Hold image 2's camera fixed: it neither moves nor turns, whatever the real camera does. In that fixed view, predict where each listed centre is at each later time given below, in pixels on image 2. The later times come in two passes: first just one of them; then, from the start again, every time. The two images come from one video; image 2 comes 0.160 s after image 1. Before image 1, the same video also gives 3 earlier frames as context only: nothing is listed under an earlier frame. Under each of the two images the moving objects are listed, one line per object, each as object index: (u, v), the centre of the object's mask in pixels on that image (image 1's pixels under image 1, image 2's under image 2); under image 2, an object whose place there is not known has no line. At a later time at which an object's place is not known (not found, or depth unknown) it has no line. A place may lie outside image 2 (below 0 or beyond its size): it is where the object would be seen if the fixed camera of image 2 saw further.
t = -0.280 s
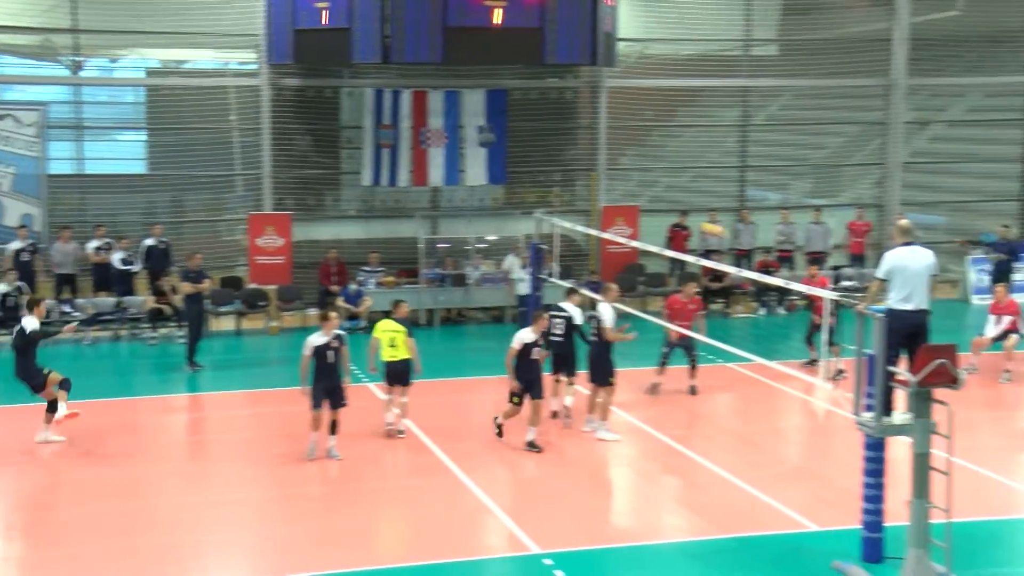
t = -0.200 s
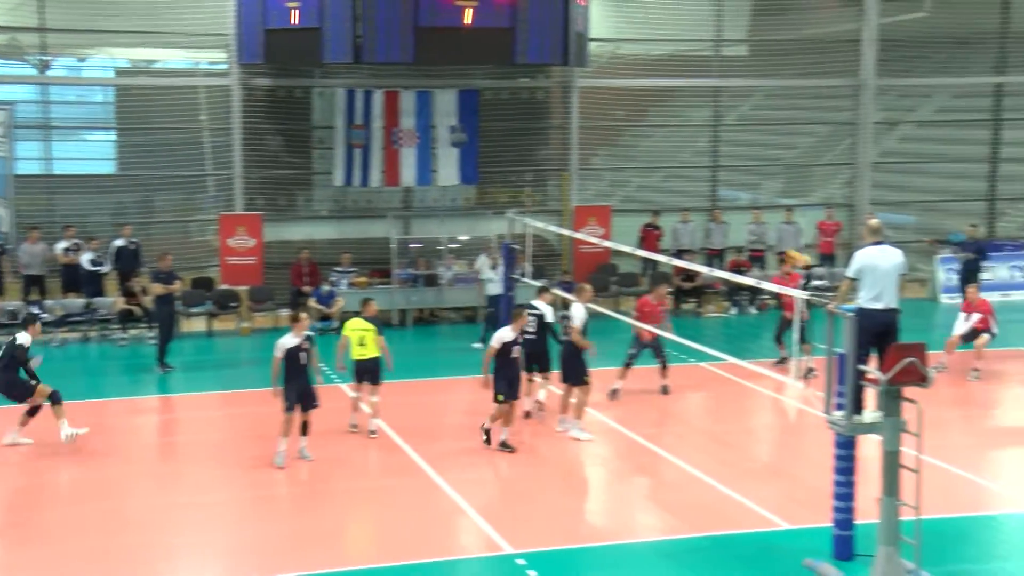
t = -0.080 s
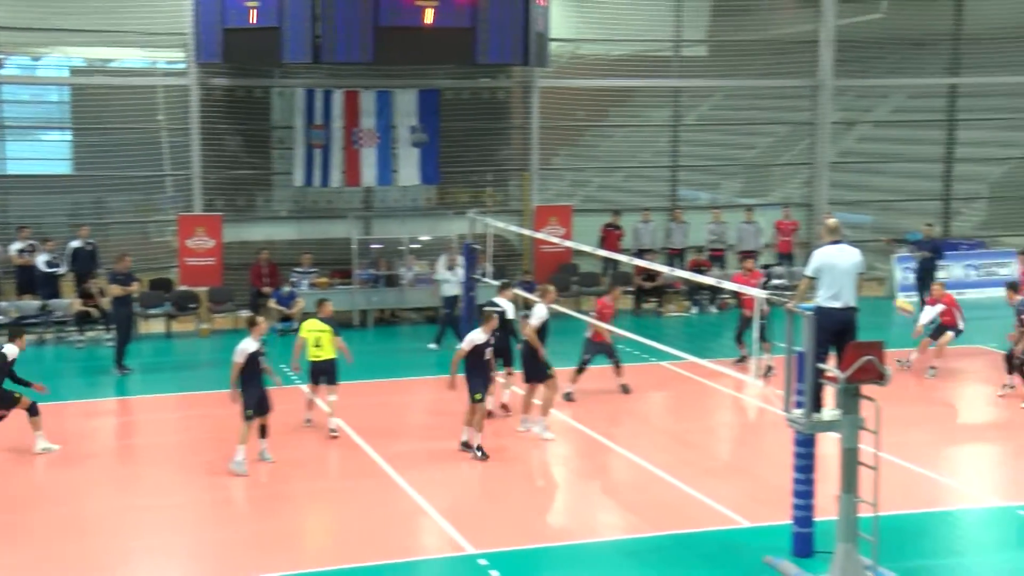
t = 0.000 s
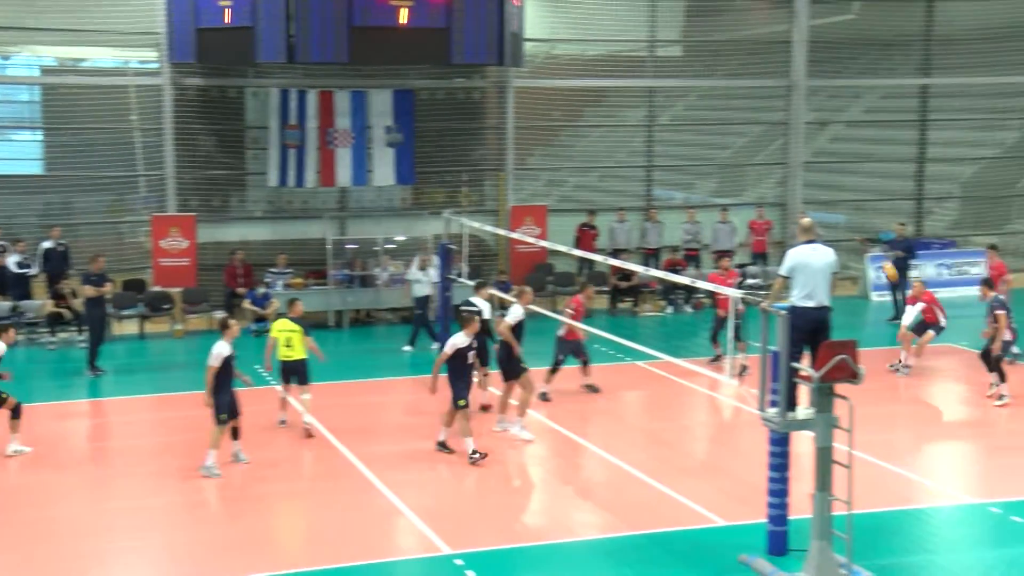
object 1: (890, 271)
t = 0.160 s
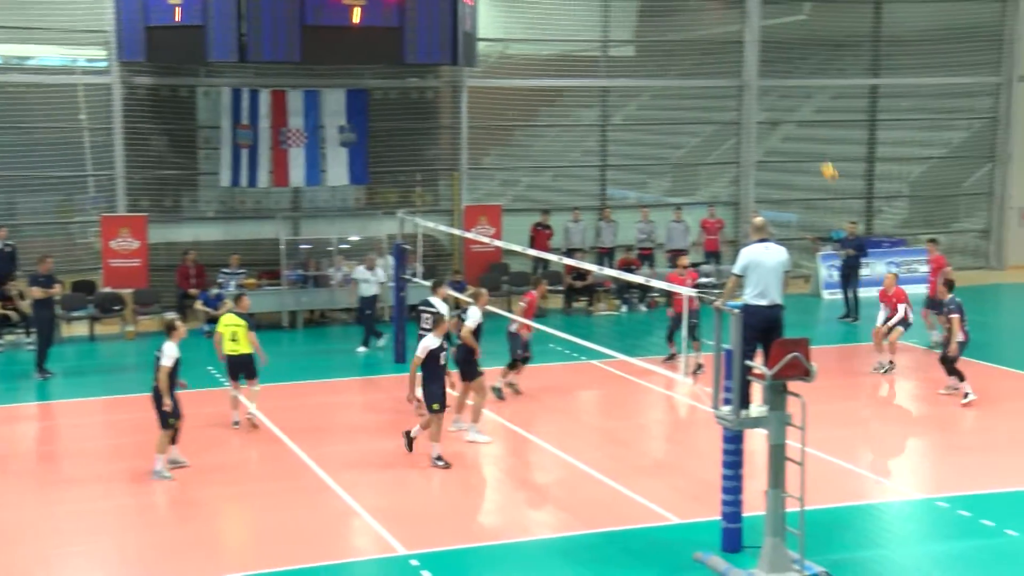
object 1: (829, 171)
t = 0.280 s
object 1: (820, 108)
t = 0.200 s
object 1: (826, 150)
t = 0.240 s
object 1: (822, 128)
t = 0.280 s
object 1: (820, 108)
